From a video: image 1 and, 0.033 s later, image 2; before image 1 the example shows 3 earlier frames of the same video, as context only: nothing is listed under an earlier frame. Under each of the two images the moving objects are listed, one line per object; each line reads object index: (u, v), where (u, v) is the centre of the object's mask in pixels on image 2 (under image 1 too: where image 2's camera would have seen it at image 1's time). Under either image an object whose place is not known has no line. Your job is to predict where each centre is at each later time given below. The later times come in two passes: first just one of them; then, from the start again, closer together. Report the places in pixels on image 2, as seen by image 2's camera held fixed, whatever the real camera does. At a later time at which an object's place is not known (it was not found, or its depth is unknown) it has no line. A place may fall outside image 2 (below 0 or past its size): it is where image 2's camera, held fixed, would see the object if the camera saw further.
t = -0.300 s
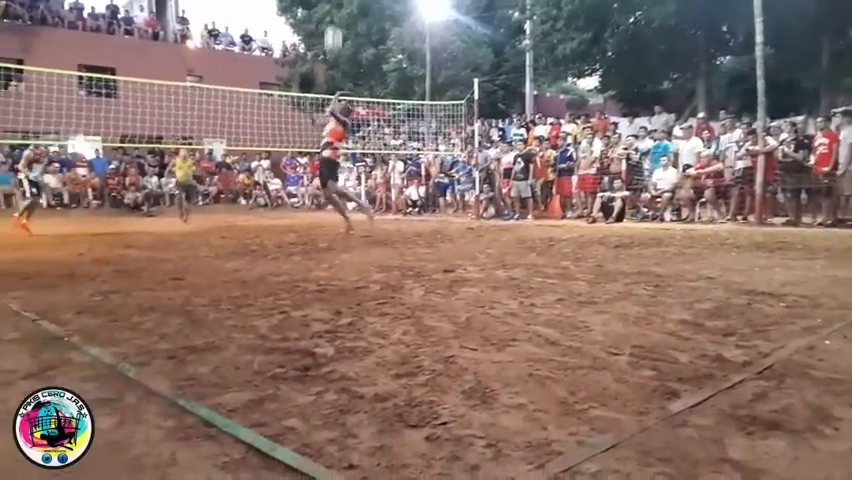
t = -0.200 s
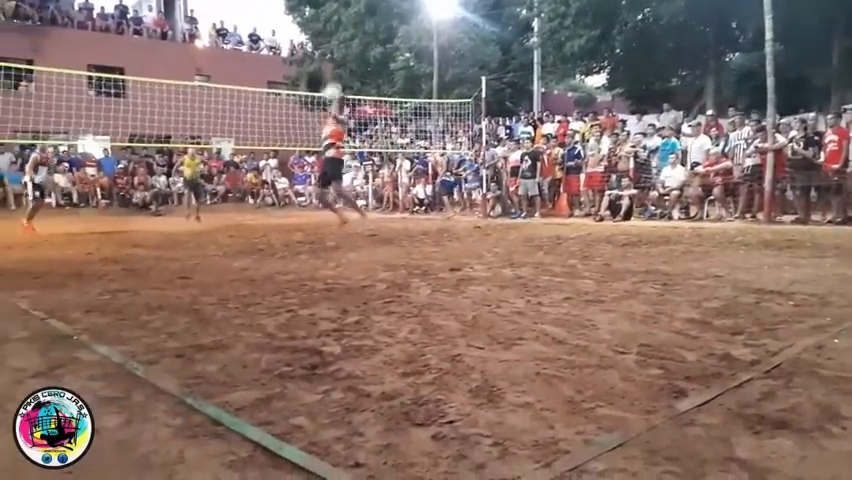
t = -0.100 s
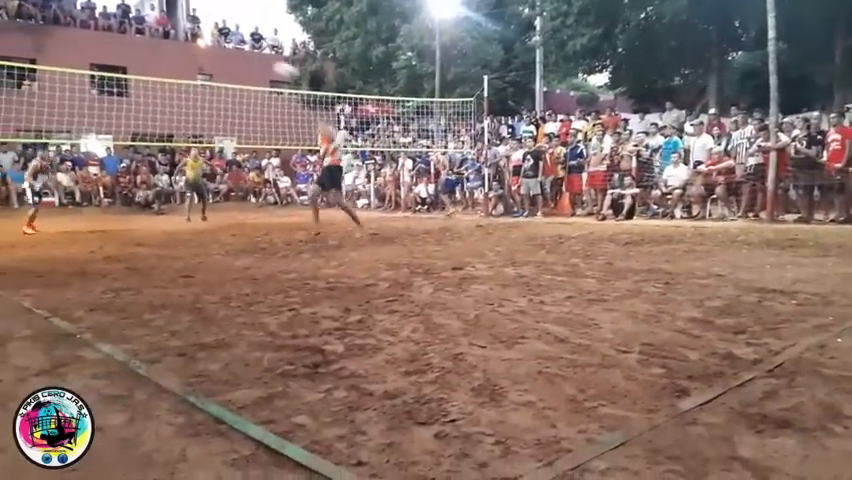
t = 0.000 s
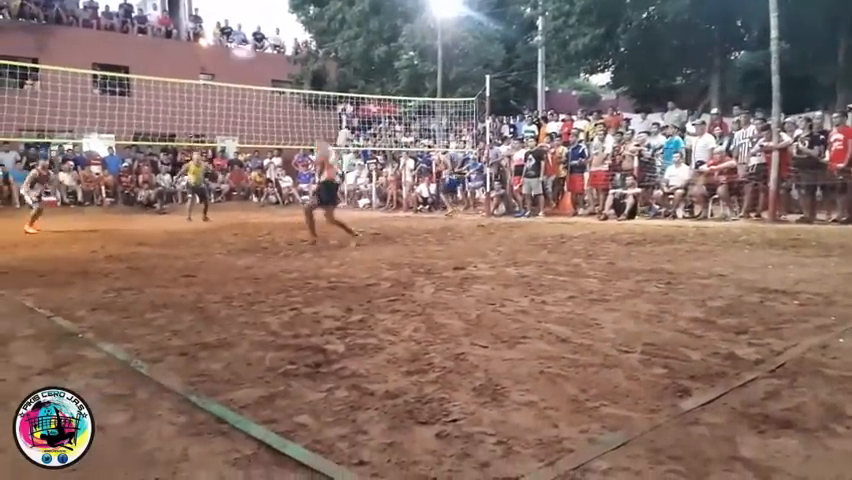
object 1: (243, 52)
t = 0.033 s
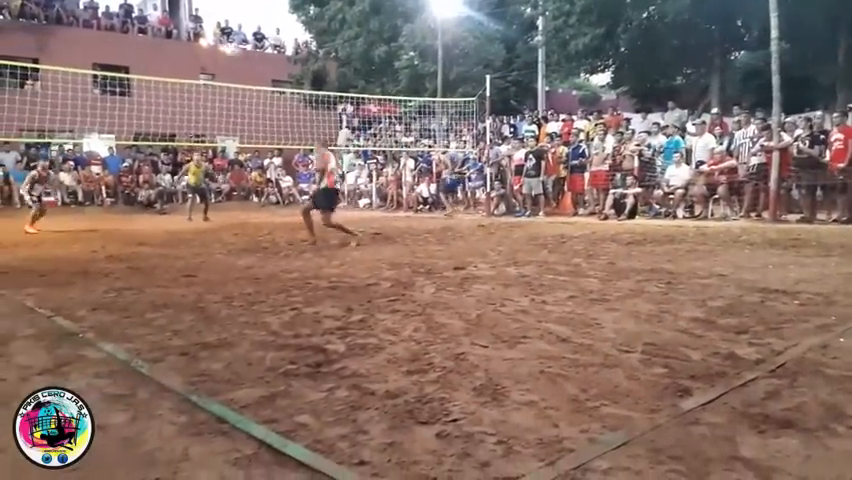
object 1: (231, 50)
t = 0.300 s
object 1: (136, 49)
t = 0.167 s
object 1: (178, 44)
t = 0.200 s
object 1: (168, 44)
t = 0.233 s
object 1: (157, 45)
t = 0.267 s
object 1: (147, 47)
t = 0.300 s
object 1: (136, 49)
